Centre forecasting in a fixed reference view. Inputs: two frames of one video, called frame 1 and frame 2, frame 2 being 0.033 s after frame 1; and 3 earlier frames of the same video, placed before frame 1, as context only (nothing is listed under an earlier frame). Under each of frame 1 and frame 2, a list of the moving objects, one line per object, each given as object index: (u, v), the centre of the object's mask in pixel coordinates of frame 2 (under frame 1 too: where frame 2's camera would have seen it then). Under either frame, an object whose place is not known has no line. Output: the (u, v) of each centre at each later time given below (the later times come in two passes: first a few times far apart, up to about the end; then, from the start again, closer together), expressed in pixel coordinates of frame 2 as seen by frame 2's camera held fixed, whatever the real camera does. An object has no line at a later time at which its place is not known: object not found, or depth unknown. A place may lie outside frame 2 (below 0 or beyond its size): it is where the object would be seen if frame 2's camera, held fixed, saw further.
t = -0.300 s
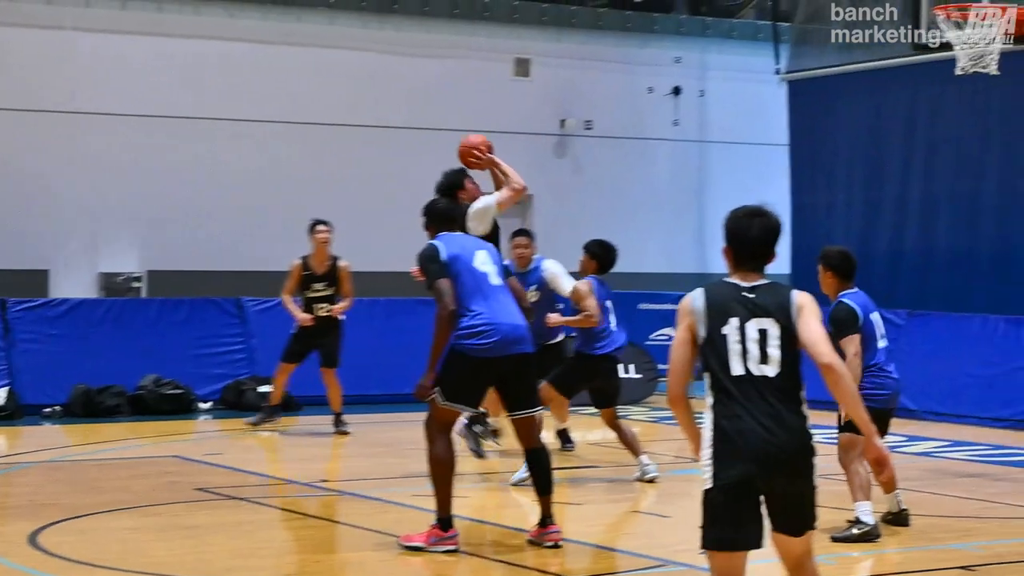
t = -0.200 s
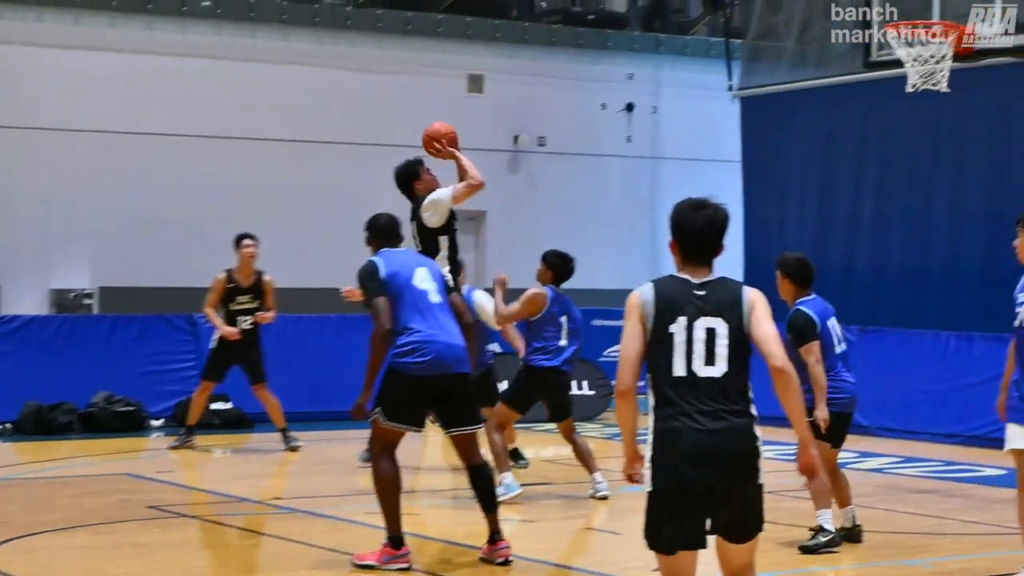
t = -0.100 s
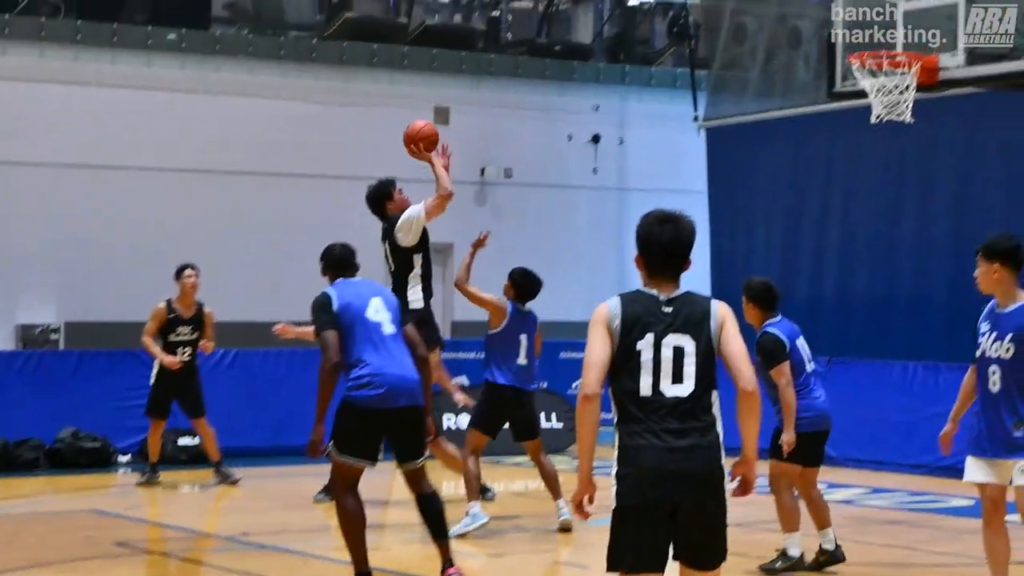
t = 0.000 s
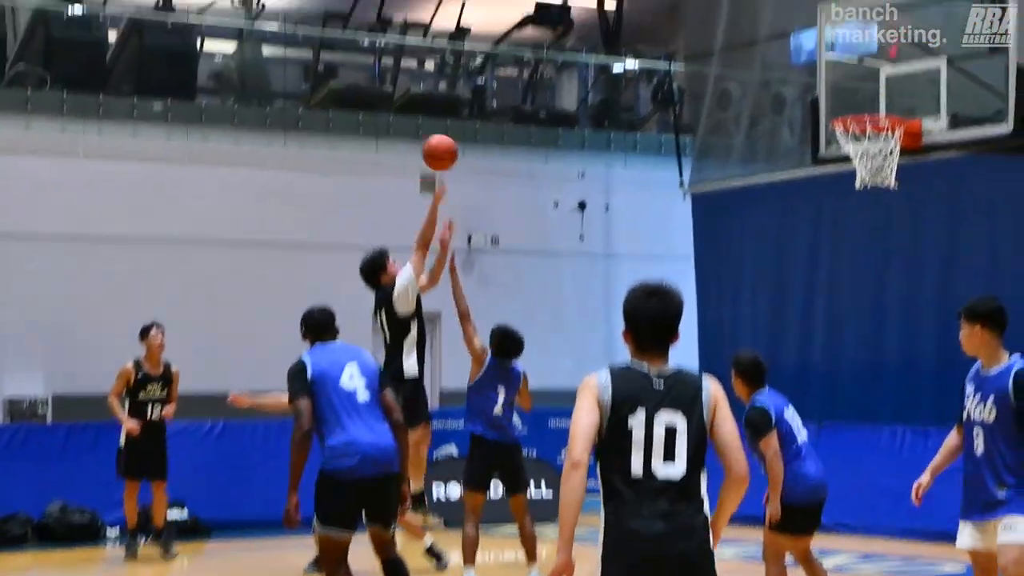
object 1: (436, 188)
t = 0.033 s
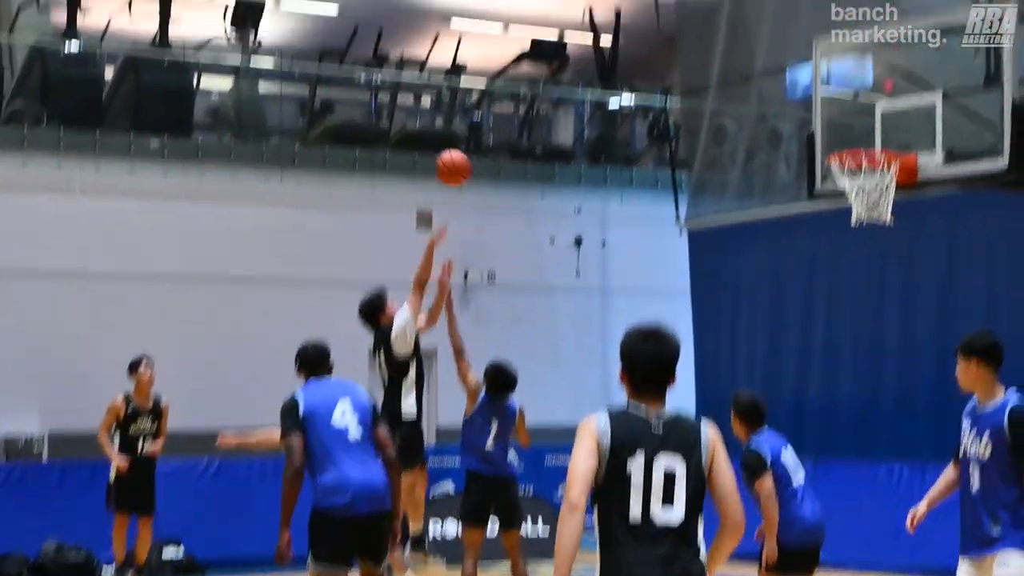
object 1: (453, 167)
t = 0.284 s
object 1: (580, 67)
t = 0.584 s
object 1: (735, 62)
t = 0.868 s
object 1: (886, 169)
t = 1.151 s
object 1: (915, 276)
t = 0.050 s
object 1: (462, 158)
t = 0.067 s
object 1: (470, 149)
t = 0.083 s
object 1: (478, 140)
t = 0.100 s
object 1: (487, 132)
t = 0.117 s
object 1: (495, 124)
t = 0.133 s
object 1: (504, 116)
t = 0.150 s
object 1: (512, 109)
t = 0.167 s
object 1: (520, 102)
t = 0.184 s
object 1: (529, 96)
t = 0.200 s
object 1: (537, 90)
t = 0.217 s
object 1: (545, 84)
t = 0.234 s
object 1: (555, 79)
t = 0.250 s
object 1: (563, 74)
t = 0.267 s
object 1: (571, 70)
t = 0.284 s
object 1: (580, 67)
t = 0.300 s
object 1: (588, 63)
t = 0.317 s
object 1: (597, 60)
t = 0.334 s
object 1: (606, 57)
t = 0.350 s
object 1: (614, 54)
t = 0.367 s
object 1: (623, 52)
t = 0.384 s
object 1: (632, 51)
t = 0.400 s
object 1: (640, 49)
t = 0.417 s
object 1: (649, 49)
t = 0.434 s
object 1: (657, 48)
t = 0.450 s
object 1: (665, 48)
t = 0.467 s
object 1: (674, 48)
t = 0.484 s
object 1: (683, 49)
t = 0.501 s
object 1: (691, 50)
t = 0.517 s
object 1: (700, 52)
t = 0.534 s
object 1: (709, 54)
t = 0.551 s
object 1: (718, 56)
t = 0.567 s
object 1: (727, 59)
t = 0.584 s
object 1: (735, 62)
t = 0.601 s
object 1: (744, 66)
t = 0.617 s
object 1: (753, 70)
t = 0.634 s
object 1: (761, 74)
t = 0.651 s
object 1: (770, 79)
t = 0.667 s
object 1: (779, 85)
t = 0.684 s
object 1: (788, 90)
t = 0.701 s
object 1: (797, 97)
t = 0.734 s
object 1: (815, 110)
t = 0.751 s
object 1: (824, 117)
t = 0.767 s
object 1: (833, 125)
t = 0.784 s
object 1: (842, 134)
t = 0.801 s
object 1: (851, 141)
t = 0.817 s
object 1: (860, 145)
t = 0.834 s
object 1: (869, 149)
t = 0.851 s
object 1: (878, 156)
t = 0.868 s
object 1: (886, 169)
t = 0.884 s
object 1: (894, 183)
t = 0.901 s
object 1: (901, 196)
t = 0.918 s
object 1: (905, 200)
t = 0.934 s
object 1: (904, 203)
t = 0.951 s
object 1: (904, 206)
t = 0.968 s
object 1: (906, 211)
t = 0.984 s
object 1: (907, 213)
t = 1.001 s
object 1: (907, 217)
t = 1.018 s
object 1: (908, 222)
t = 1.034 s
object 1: (909, 227)
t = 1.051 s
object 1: (910, 232)
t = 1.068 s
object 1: (911, 239)
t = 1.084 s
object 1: (912, 245)
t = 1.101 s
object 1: (913, 252)
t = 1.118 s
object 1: (914, 259)
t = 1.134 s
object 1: (914, 268)
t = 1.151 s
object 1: (915, 276)
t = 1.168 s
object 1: (916, 285)
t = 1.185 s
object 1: (917, 294)
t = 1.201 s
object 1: (918, 304)
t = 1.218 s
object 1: (919, 314)
